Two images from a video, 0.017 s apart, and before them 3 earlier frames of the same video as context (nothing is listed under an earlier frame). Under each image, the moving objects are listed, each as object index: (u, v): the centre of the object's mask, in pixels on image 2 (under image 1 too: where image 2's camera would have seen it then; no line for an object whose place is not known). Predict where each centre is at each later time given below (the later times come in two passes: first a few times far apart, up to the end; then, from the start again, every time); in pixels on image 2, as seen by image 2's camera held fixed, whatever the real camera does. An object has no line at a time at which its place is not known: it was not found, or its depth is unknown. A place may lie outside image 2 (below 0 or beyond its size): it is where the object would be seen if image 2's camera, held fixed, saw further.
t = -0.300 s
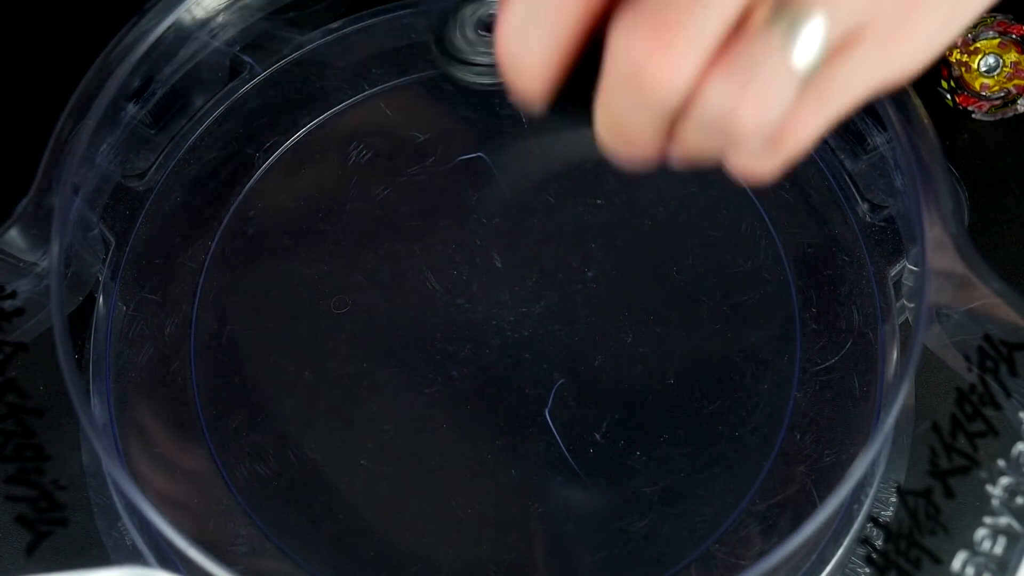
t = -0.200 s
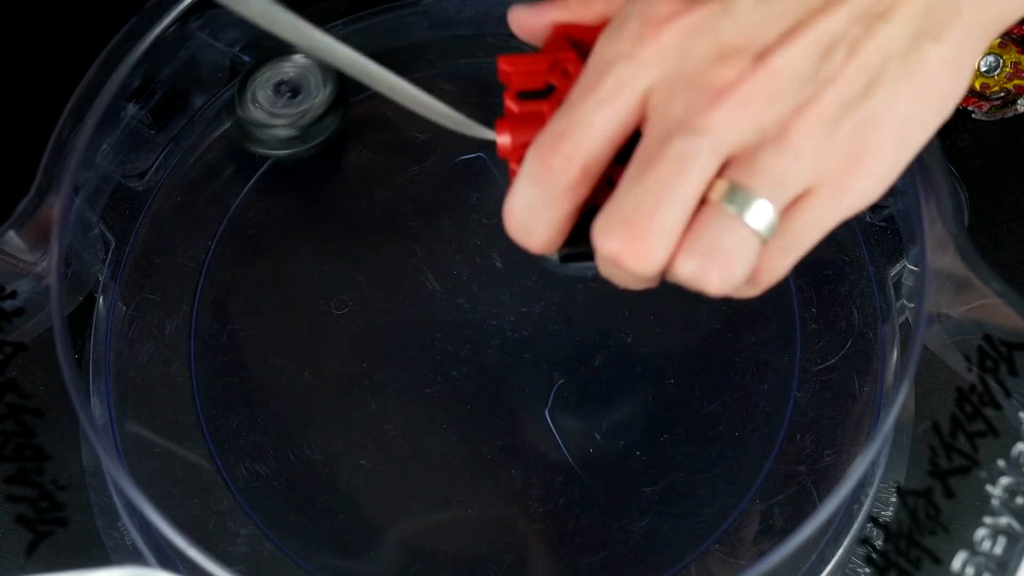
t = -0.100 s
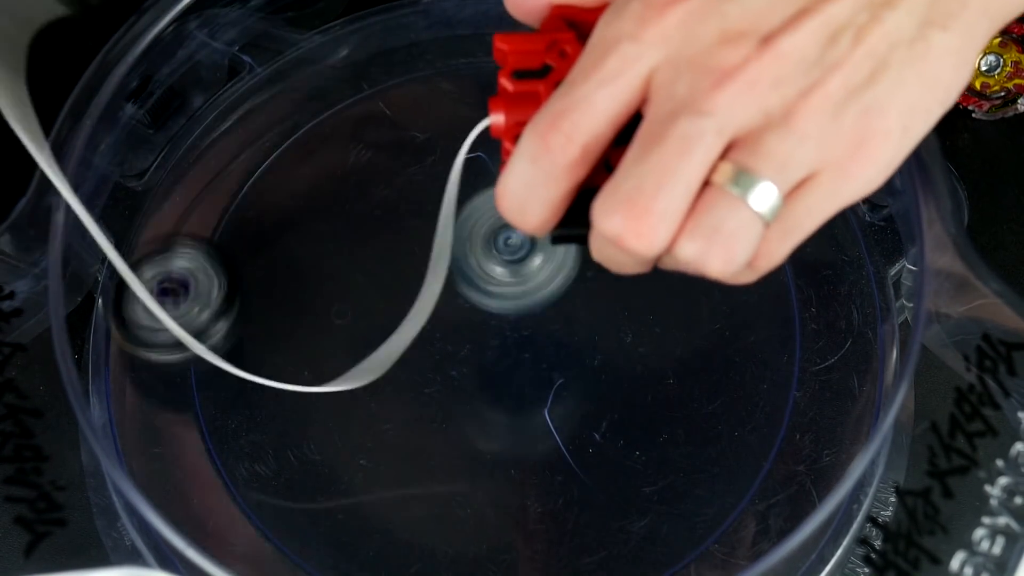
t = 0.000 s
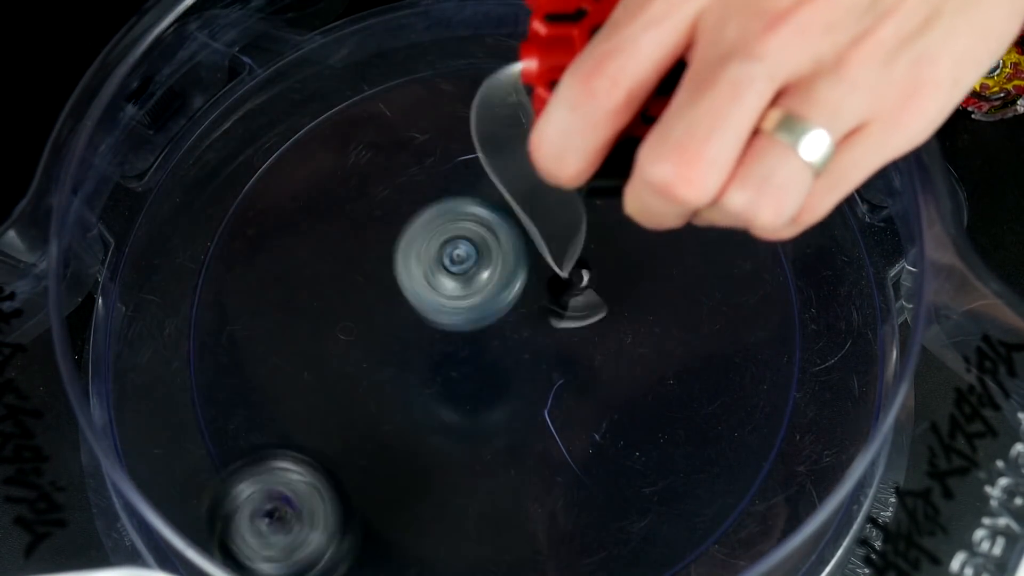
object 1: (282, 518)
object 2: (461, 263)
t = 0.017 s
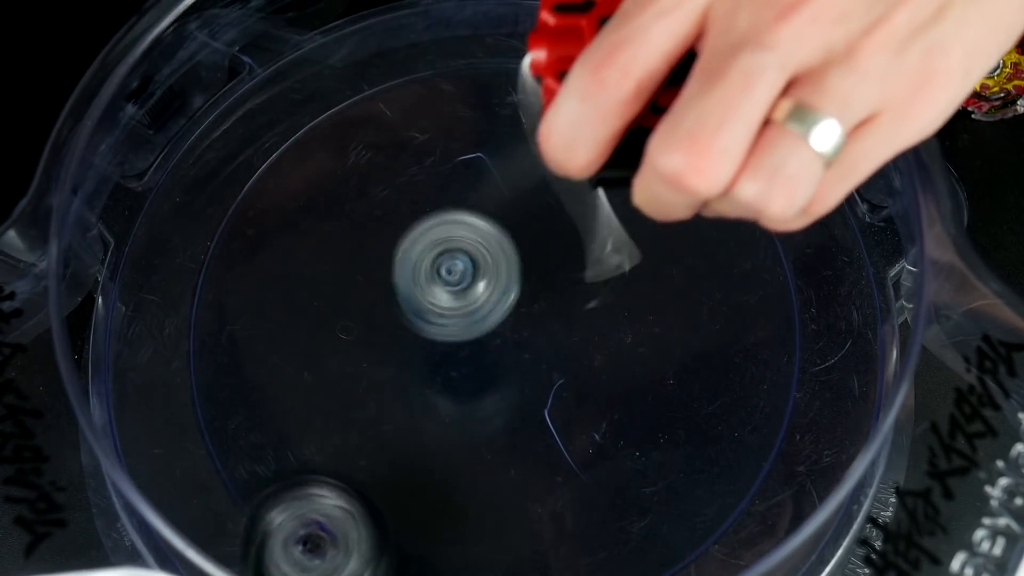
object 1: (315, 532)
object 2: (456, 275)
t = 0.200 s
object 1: (733, 487)
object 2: (477, 288)
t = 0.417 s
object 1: (704, 162)
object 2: (608, 327)
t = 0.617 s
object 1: (414, 87)
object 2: (617, 242)
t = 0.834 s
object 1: (193, 325)
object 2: (435, 304)
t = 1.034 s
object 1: (412, 551)
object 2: (530, 483)
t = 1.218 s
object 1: (662, 456)
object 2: (754, 318)
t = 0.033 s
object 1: (355, 542)
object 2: (452, 290)
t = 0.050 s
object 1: (398, 549)
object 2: (446, 307)
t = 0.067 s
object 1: (443, 553)
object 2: (448, 295)
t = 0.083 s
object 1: (488, 554)
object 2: (449, 288)
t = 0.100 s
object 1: (534, 553)
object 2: (450, 284)
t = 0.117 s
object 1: (576, 549)
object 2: (451, 282)
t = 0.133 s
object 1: (616, 543)
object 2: (453, 281)
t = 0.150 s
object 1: (650, 535)
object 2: (456, 284)
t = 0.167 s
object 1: (679, 524)
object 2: (461, 287)
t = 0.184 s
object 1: (708, 508)
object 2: (468, 288)
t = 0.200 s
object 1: (733, 487)
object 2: (477, 288)
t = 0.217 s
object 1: (751, 459)
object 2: (486, 292)
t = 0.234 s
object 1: (765, 432)
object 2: (495, 300)
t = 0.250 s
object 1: (775, 406)
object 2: (502, 305)
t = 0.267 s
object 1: (781, 378)
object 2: (509, 308)
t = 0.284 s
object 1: (785, 350)
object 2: (519, 310)
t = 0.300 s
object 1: (782, 322)
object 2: (527, 314)
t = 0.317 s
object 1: (778, 294)
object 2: (538, 319)
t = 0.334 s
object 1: (771, 269)
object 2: (548, 324)
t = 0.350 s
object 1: (762, 245)
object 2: (561, 324)
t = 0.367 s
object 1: (751, 222)
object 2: (573, 326)
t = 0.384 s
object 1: (736, 200)
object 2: (586, 329)
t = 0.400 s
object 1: (721, 179)
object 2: (597, 330)
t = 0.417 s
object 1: (704, 162)
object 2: (608, 327)
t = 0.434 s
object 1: (685, 146)
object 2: (621, 323)
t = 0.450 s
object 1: (665, 131)
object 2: (630, 318)
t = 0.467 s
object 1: (644, 119)
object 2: (637, 314)
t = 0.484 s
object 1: (621, 108)
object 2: (642, 307)
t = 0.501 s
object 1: (597, 98)
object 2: (645, 298)
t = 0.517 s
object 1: (572, 93)
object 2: (650, 288)
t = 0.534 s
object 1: (547, 88)
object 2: (650, 281)
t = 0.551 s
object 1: (521, 84)
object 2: (648, 272)
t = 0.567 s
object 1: (494, 83)
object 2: (642, 265)
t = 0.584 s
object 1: (468, 83)
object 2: (634, 257)
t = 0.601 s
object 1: (441, 85)
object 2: (625, 246)
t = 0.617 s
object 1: (414, 87)
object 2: (617, 242)
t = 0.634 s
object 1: (388, 91)
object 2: (606, 239)
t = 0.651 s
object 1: (362, 97)
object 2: (592, 236)
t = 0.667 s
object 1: (335, 103)
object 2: (576, 234)
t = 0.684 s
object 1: (311, 111)
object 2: (560, 233)
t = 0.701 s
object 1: (292, 129)
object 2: (545, 232)
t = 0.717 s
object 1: (276, 153)
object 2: (530, 235)
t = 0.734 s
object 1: (260, 175)
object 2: (515, 238)
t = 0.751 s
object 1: (244, 199)
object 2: (500, 245)
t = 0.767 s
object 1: (231, 221)
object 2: (484, 253)
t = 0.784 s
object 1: (218, 244)
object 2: (469, 263)
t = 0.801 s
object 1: (207, 269)
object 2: (456, 275)
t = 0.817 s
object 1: (199, 296)
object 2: (445, 288)
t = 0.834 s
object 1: (193, 325)
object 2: (435, 304)
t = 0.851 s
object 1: (188, 355)
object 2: (427, 321)
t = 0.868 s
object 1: (195, 385)
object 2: (421, 339)
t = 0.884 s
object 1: (208, 416)
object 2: (421, 355)
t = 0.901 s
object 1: (221, 445)
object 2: (421, 372)
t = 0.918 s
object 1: (234, 473)
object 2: (426, 390)
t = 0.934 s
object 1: (253, 498)
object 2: (432, 409)
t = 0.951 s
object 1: (280, 514)
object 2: (442, 429)
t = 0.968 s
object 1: (304, 526)
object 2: (454, 444)
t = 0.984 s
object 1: (332, 534)
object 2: (468, 457)
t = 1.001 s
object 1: (359, 541)
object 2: (482, 469)
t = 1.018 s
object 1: (389, 545)
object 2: (502, 479)
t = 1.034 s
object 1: (412, 551)
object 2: (530, 483)
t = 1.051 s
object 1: (439, 552)
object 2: (560, 483)
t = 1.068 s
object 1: (468, 552)
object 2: (588, 479)
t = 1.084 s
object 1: (496, 550)
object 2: (614, 470)
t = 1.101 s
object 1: (523, 547)
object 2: (642, 458)
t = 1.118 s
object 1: (548, 541)
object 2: (669, 443)
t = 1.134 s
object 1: (574, 534)
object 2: (691, 427)
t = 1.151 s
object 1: (598, 527)
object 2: (711, 408)
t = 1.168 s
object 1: (620, 517)
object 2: (727, 388)
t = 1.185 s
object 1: (638, 501)
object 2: (740, 365)
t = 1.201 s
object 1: (652, 479)
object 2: (749, 342)
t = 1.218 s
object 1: (662, 456)
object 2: (754, 318)
